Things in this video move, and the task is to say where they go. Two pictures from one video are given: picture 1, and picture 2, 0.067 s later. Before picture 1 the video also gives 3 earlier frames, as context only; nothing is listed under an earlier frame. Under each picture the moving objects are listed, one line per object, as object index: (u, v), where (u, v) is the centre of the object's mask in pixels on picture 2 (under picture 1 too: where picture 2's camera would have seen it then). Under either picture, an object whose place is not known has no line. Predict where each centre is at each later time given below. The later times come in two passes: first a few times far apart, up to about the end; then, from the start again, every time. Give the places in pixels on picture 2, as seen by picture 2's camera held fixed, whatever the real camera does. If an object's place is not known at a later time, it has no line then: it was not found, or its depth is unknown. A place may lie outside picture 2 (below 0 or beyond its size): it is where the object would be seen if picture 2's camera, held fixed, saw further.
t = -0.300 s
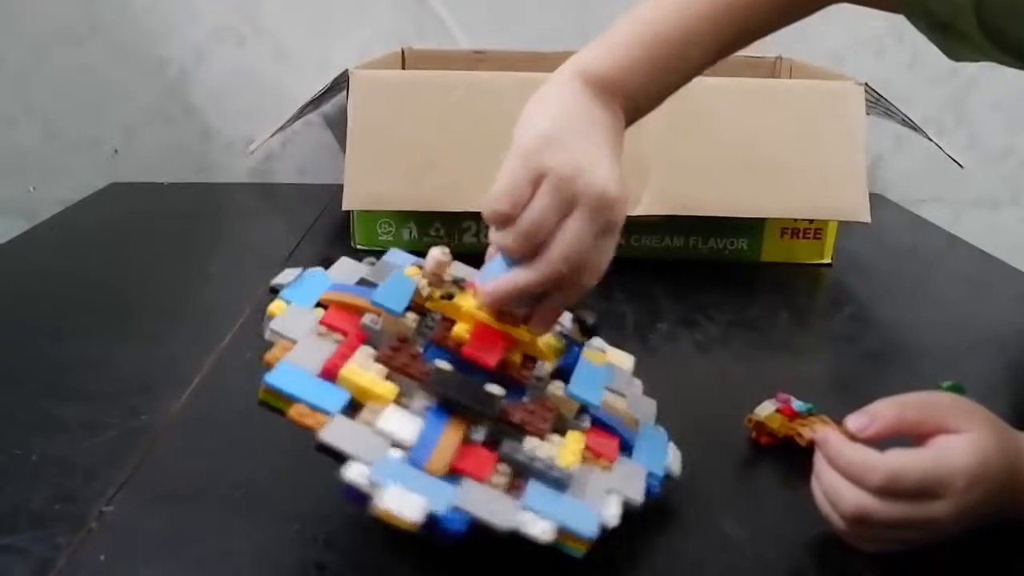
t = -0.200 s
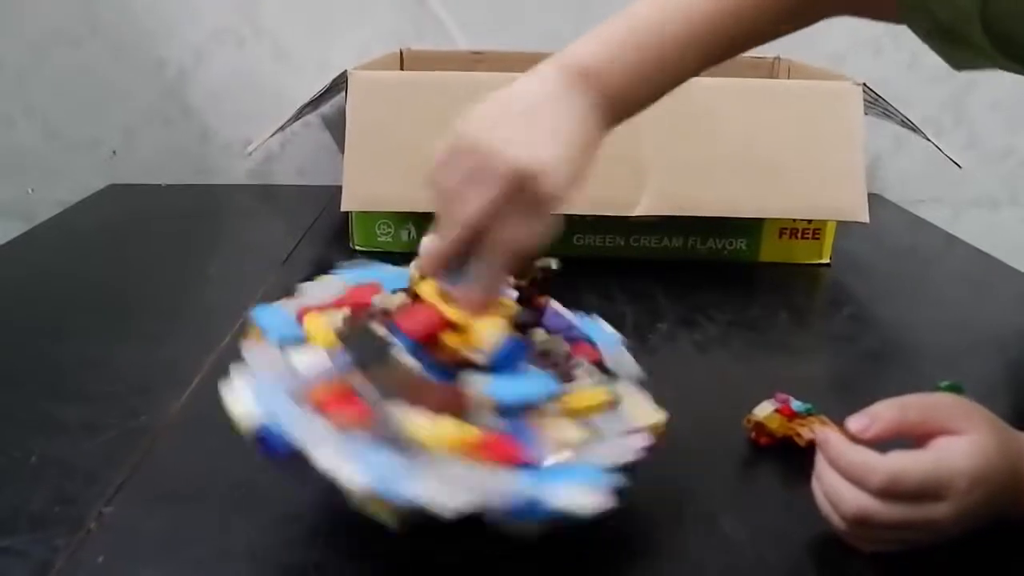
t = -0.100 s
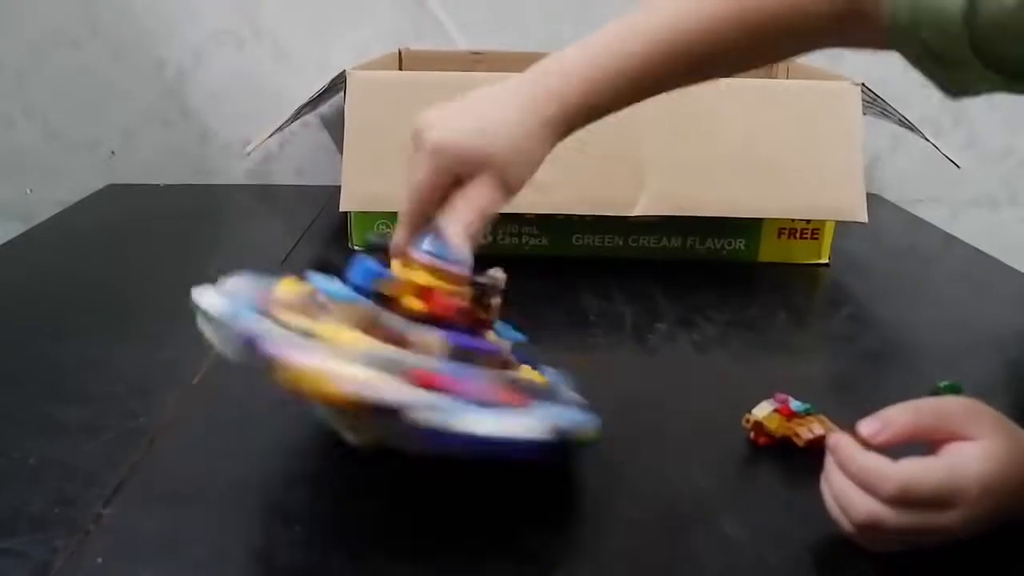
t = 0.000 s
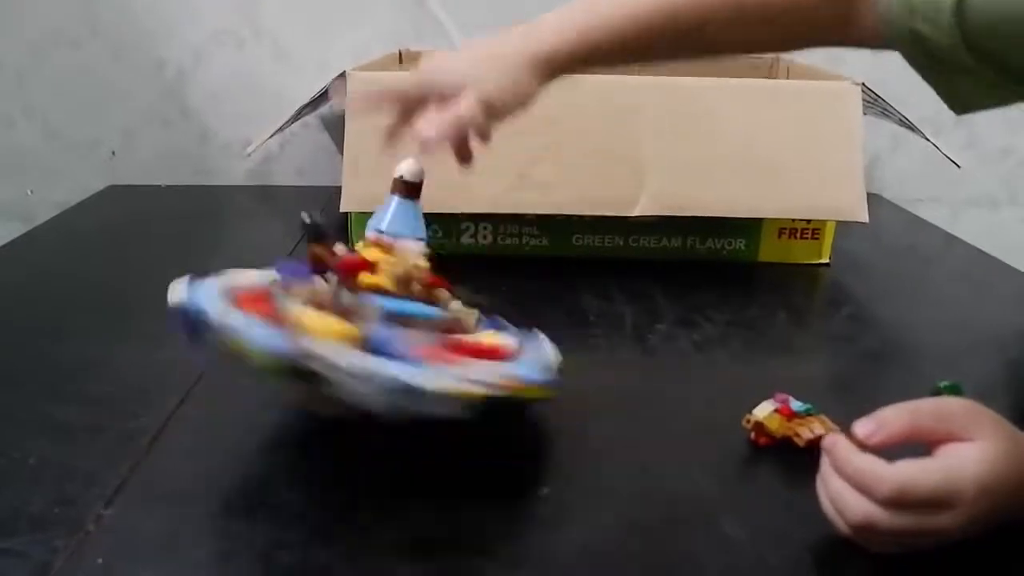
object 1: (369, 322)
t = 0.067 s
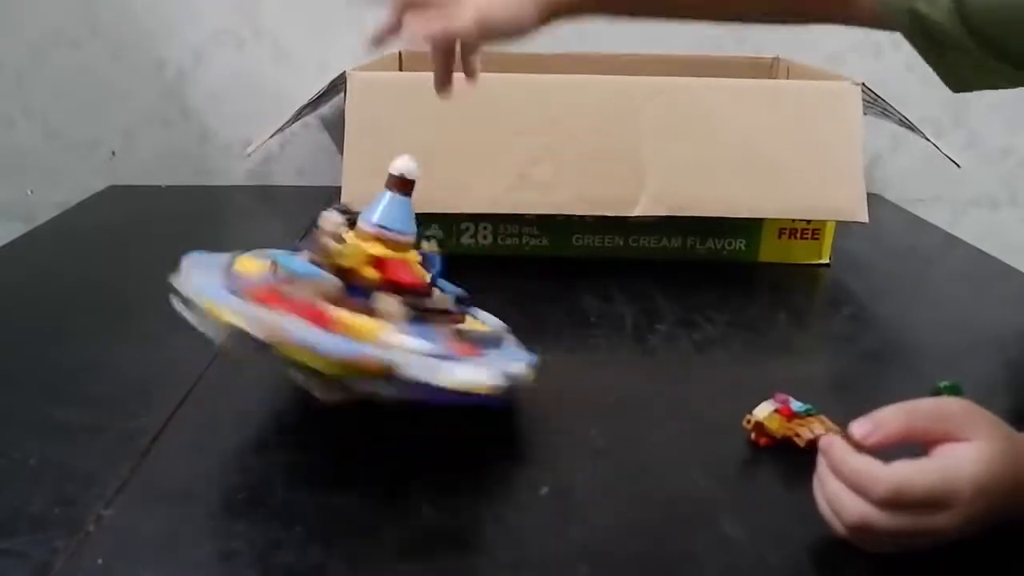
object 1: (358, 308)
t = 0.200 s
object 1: (320, 286)
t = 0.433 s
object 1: (280, 273)
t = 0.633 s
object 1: (225, 250)
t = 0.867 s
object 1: (217, 253)
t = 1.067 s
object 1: (216, 273)
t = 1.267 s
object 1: (213, 274)
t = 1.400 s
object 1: (210, 273)
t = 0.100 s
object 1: (353, 300)
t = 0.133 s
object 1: (340, 297)
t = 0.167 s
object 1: (328, 298)
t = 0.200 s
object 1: (320, 286)
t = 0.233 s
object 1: (311, 281)
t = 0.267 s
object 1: (312, 274)
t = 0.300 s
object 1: (314, 266)
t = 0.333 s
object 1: (308, 265)
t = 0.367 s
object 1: (299, 270)
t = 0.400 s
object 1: (290, 277)
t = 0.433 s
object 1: (280, 273)
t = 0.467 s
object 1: (268, 267)
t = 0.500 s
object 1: (254, 260)
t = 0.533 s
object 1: (243, 254)
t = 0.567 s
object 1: (235, 251)
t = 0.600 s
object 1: (230, 250)
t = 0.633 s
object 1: (225, 250)
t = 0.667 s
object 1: (225, 247)
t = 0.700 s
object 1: (222, 246)
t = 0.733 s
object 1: (222, 244)
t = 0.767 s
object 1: (219, 247)
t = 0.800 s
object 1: (218, 249)
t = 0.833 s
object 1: (219, 250)
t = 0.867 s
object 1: (217, 253)
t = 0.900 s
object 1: (215, 257)
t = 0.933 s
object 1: (216, 261)
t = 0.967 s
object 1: (215, 267)
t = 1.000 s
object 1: (217, 268)
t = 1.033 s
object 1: (216, 271)
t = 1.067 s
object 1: (216, 273)
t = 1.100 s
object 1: (217, 275)
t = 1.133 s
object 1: (218, 275)
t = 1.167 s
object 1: (218, 275)
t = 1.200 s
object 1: (216, 275)
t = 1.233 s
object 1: (215, 274)
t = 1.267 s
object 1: (213, 274)
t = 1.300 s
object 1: (211, 274)
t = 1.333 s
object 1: (210, 273)
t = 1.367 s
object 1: (209, 273)
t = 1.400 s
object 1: (210, 273)
